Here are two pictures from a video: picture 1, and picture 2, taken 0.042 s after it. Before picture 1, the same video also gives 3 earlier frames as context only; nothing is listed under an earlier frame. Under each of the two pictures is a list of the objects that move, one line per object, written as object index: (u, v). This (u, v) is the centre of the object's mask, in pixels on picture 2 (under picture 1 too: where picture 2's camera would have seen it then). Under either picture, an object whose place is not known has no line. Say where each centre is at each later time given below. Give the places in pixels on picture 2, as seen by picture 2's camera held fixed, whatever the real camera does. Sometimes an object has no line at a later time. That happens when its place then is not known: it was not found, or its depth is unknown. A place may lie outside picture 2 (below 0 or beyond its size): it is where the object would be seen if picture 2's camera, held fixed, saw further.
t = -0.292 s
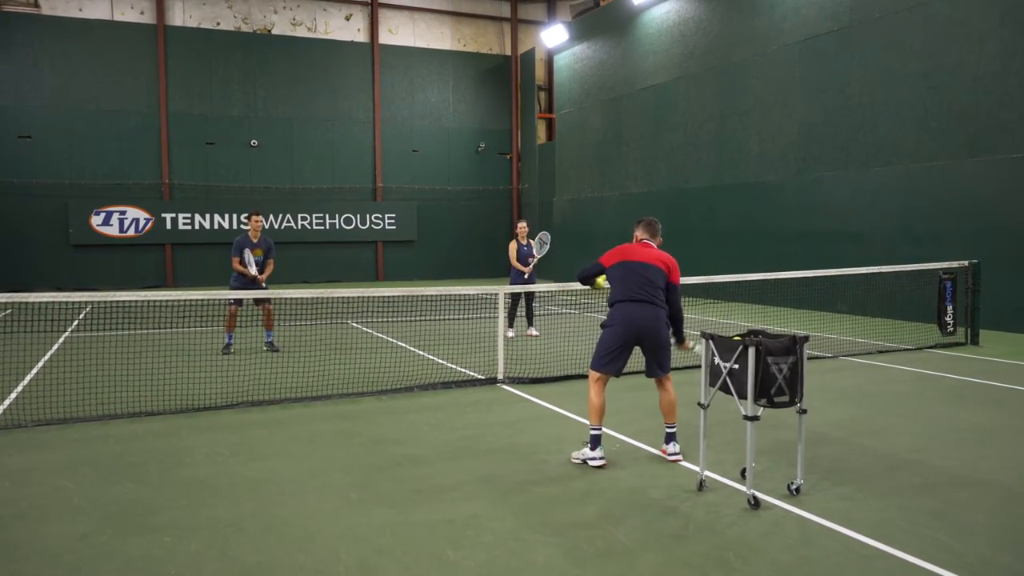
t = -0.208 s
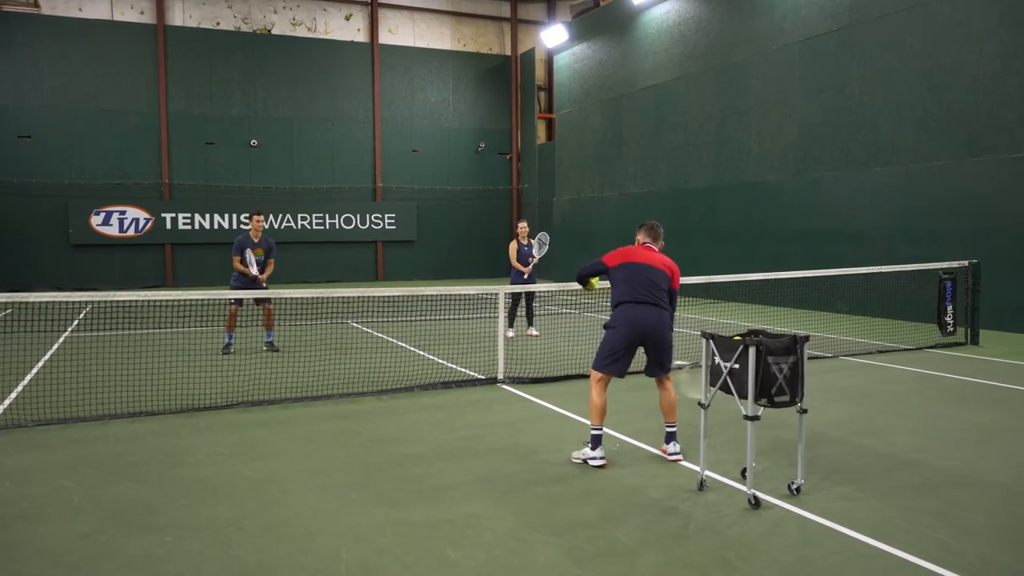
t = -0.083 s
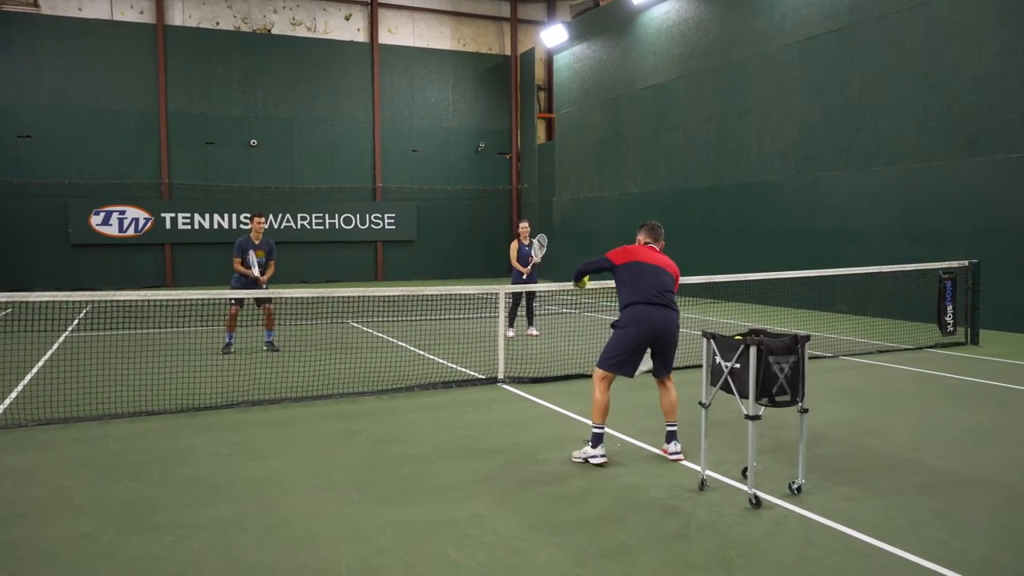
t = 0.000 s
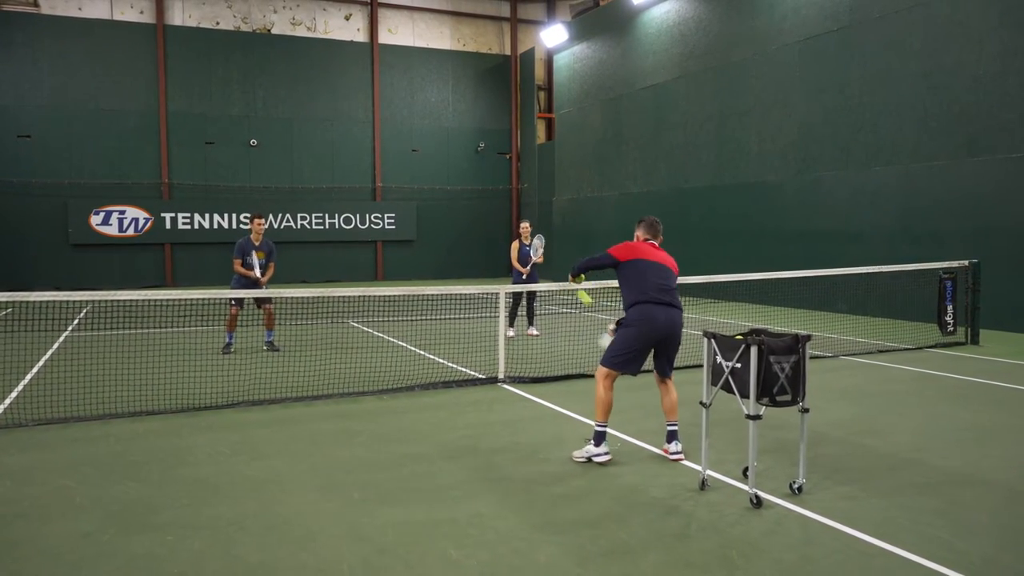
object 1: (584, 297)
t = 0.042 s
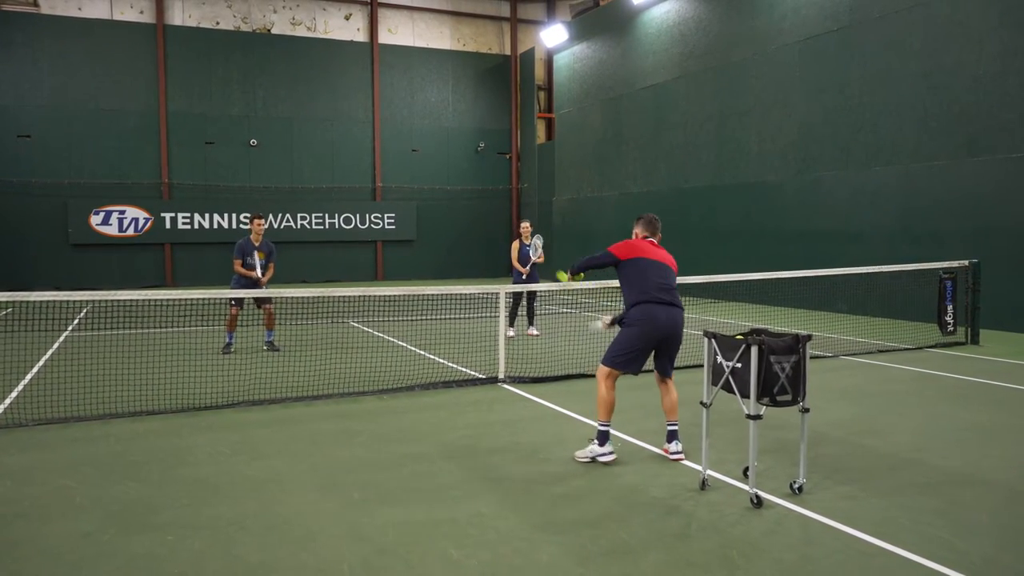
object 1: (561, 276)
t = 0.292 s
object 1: (464, 219)
